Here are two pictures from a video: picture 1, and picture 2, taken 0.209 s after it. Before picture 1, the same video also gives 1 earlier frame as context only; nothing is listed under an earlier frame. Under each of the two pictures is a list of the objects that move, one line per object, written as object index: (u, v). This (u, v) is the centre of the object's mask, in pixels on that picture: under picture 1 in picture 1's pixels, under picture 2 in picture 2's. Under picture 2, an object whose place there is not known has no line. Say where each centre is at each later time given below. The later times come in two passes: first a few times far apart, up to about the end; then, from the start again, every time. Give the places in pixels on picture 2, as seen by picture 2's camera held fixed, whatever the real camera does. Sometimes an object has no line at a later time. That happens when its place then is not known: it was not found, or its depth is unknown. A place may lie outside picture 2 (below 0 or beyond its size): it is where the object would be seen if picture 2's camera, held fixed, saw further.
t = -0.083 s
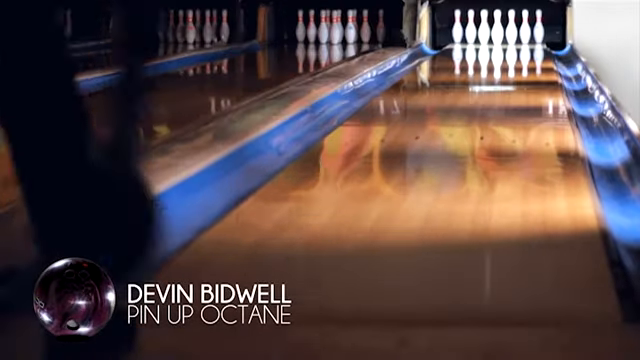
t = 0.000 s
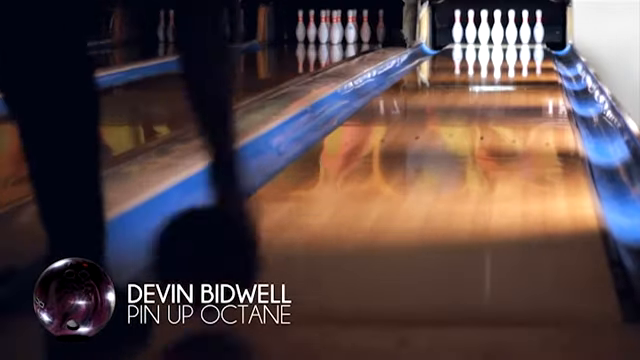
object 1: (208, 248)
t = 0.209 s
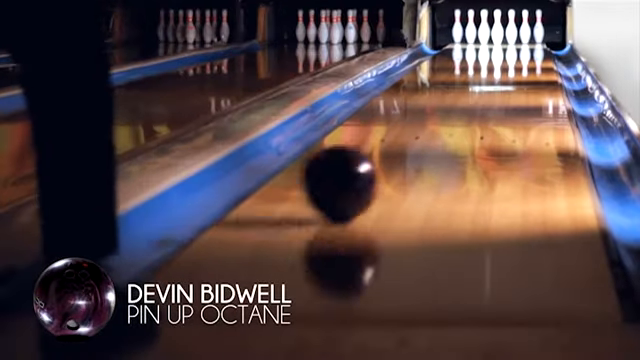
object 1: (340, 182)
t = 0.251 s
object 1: (358, 171)
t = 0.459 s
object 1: (423, 129)
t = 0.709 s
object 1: (469, 98)
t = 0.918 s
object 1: (494, 80)
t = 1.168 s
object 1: (514, 66)
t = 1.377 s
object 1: (525, 58)
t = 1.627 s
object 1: (531, 49)
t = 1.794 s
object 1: (531, 45)
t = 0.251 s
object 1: (358, 171)
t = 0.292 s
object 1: (374, 160)
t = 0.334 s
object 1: (387, 151)
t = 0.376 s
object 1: (401, 143)
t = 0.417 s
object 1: (412, 136)
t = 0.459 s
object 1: (423, 129)
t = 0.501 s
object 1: (432, 122)
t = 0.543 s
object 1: (441, 117)
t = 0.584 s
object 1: (449, 111)
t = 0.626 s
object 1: (456, 106)
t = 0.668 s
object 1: (463, 102)
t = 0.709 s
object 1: (469, 98)
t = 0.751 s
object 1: (475, 94)
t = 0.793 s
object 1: (480, 90)
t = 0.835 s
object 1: (485, 86)
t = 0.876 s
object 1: (490, 83)
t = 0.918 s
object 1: (494, 80)
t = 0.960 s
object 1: (498, 77)
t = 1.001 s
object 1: (502, 75)
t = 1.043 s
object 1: (505, 72)
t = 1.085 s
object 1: (508, 70)
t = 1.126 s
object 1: (511, 68)
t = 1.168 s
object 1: (514, 66)
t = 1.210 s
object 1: (517, 63)
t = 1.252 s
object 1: (519, 62)
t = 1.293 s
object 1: (521, 60)
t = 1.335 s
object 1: (523, 59)
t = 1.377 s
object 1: (525, 58)
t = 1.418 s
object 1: (526, 56)
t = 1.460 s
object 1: (528, 54)
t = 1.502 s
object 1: (529, 53)
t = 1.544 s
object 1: (530, 52)
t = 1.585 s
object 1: (531, 51)
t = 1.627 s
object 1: (531, 49)
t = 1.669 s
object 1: (531, 48)
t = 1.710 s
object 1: (531, 47)
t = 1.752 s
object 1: (532, 46)
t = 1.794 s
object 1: (531, 45)
